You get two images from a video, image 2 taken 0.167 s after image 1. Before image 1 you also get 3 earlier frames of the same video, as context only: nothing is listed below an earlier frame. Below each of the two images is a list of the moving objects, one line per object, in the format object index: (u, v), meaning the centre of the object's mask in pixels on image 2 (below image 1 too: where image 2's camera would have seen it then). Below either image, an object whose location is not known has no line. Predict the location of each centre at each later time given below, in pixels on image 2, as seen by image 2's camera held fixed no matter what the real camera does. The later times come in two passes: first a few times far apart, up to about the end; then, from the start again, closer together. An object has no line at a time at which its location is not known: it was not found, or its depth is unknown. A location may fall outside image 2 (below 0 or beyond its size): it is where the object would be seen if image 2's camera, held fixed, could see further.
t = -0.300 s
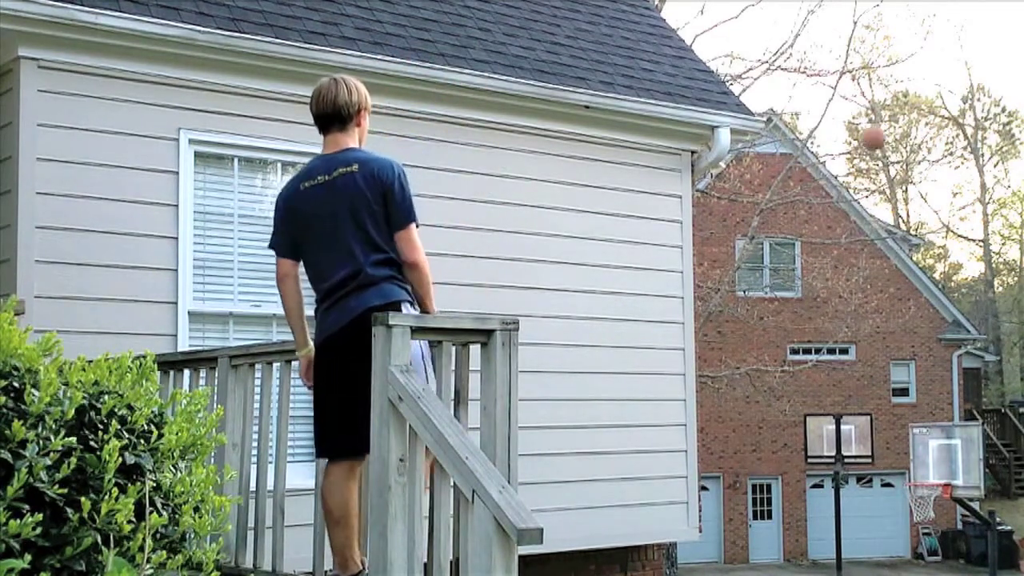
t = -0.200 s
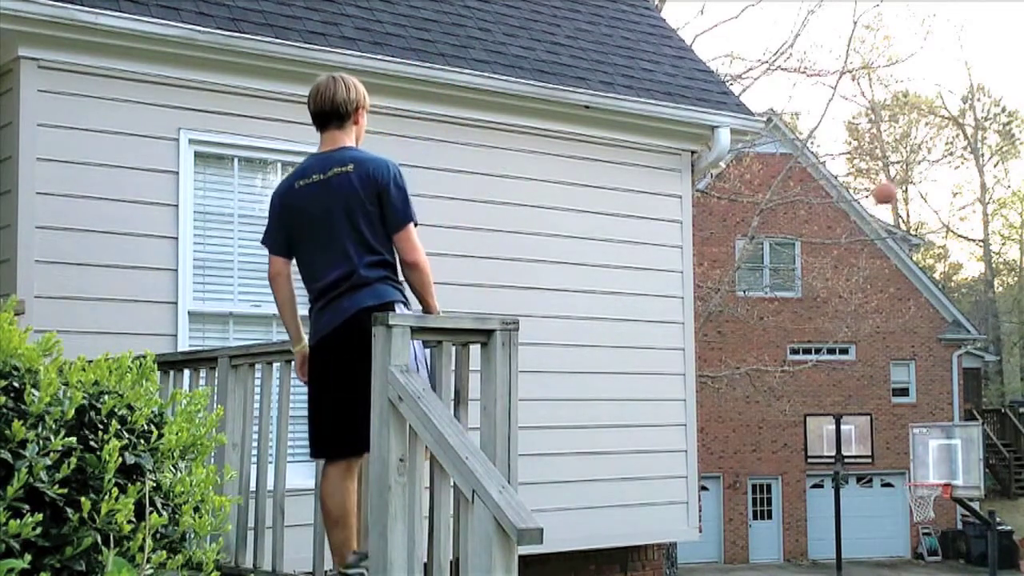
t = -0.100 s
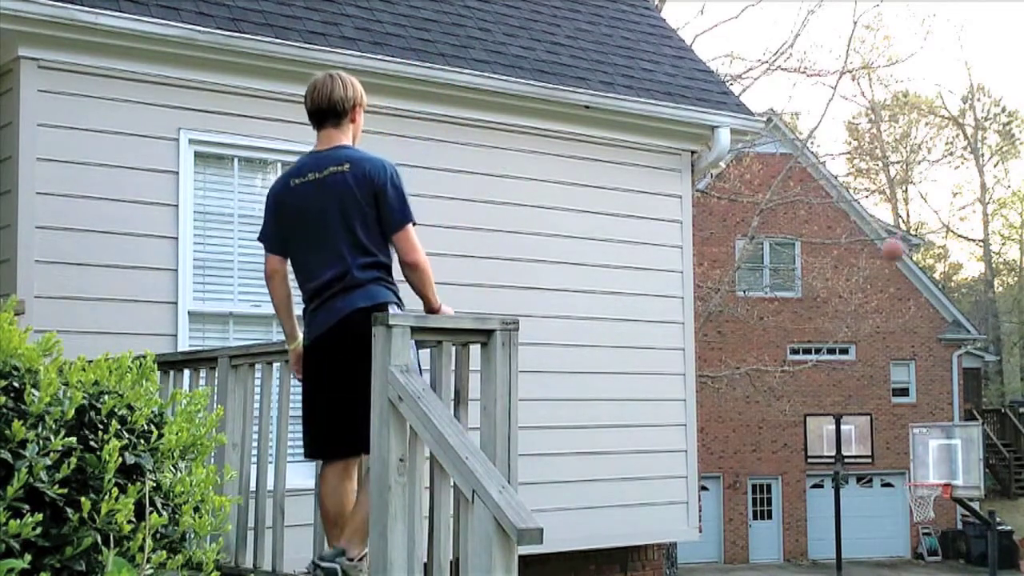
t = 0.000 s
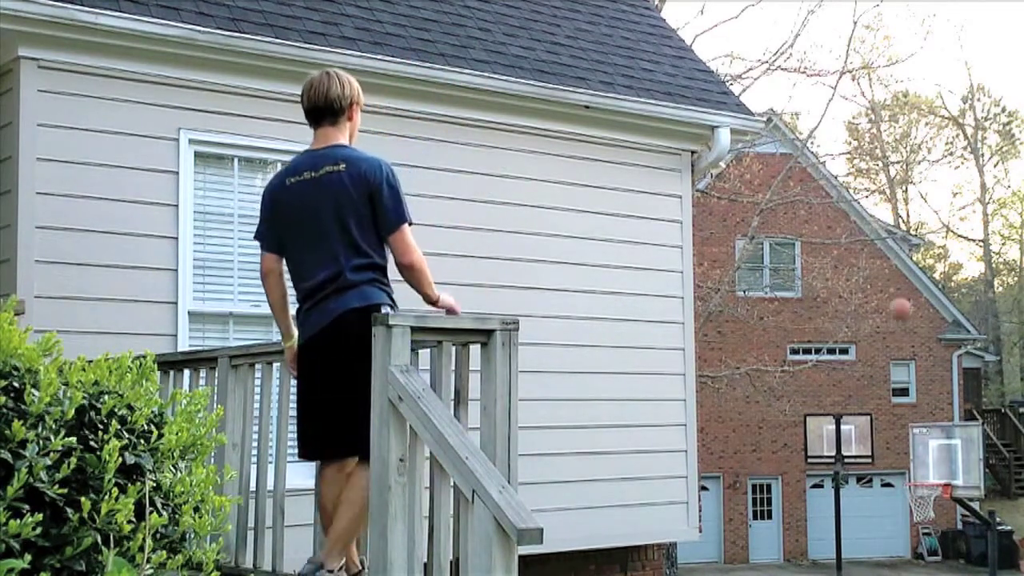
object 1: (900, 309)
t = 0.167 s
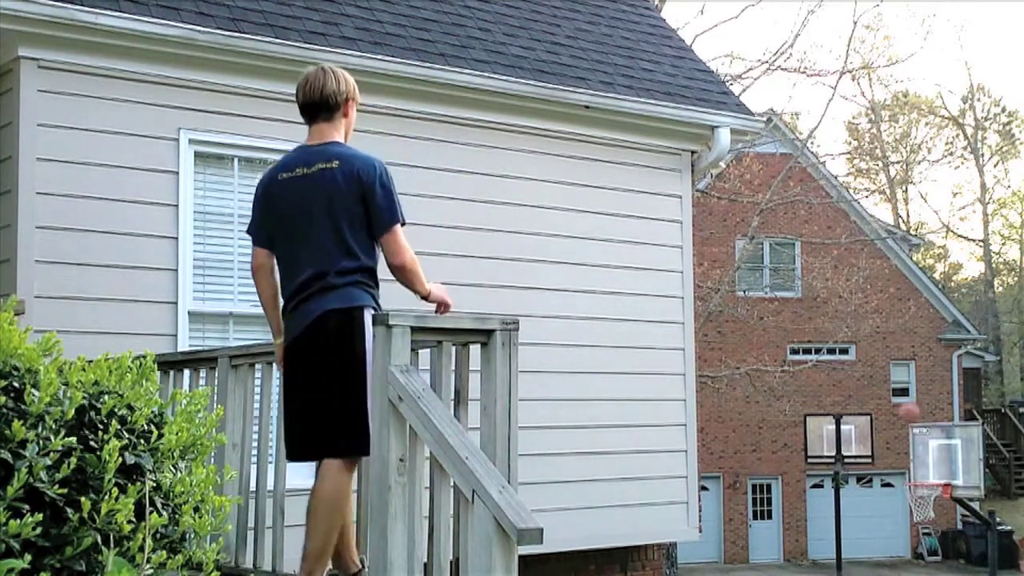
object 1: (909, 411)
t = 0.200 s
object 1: (911, 433)
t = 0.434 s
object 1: (943, 494)
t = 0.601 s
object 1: (939, 500)
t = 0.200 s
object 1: (911, 433)
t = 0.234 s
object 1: (912, 455)
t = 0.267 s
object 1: (913, 477)
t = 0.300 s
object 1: (921, 490)
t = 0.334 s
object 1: (924, 497)
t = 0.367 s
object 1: (944, 494)
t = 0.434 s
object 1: (943, 494)
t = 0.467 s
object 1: (942, 494)
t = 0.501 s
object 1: (941, 494)
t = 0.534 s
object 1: (940, 495)
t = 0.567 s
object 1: (940, 497)
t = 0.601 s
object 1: (939, 500)
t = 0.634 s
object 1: (938, 503)
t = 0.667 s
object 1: (937, 508)
